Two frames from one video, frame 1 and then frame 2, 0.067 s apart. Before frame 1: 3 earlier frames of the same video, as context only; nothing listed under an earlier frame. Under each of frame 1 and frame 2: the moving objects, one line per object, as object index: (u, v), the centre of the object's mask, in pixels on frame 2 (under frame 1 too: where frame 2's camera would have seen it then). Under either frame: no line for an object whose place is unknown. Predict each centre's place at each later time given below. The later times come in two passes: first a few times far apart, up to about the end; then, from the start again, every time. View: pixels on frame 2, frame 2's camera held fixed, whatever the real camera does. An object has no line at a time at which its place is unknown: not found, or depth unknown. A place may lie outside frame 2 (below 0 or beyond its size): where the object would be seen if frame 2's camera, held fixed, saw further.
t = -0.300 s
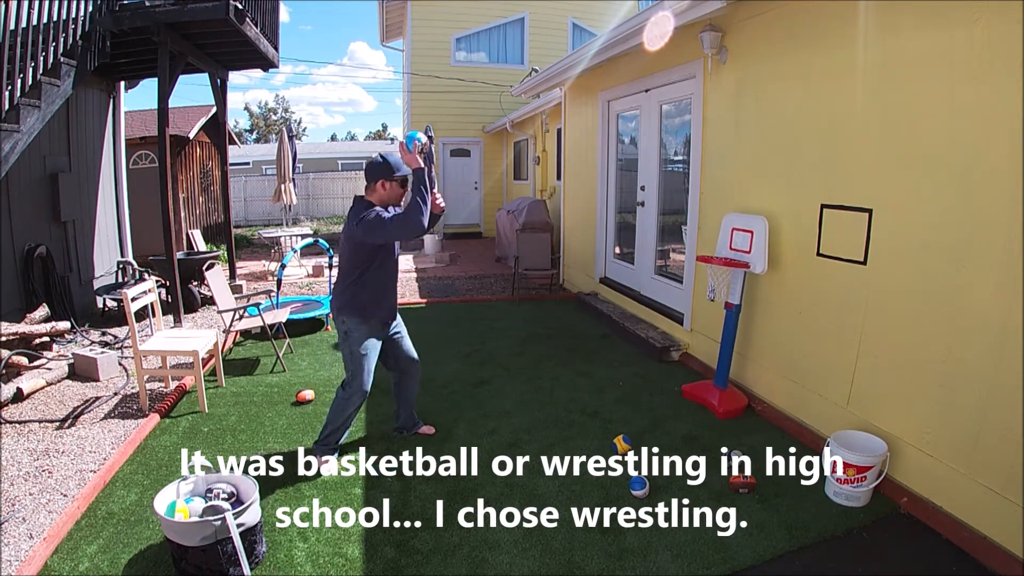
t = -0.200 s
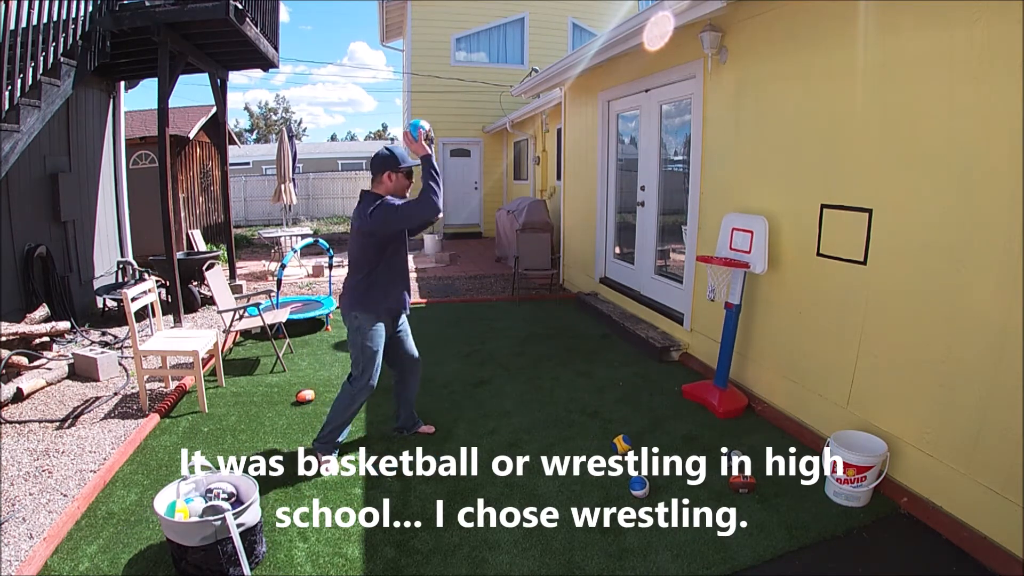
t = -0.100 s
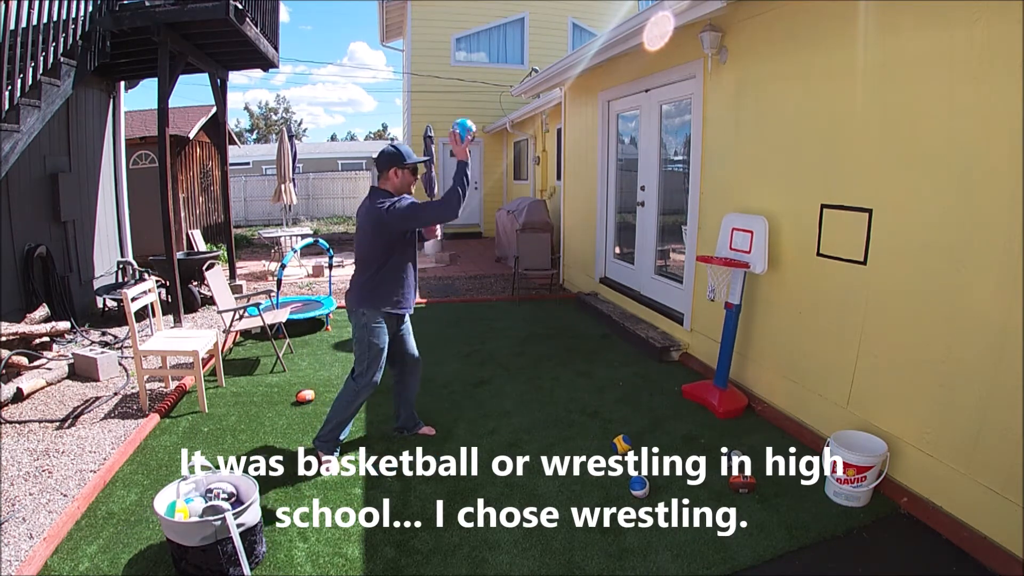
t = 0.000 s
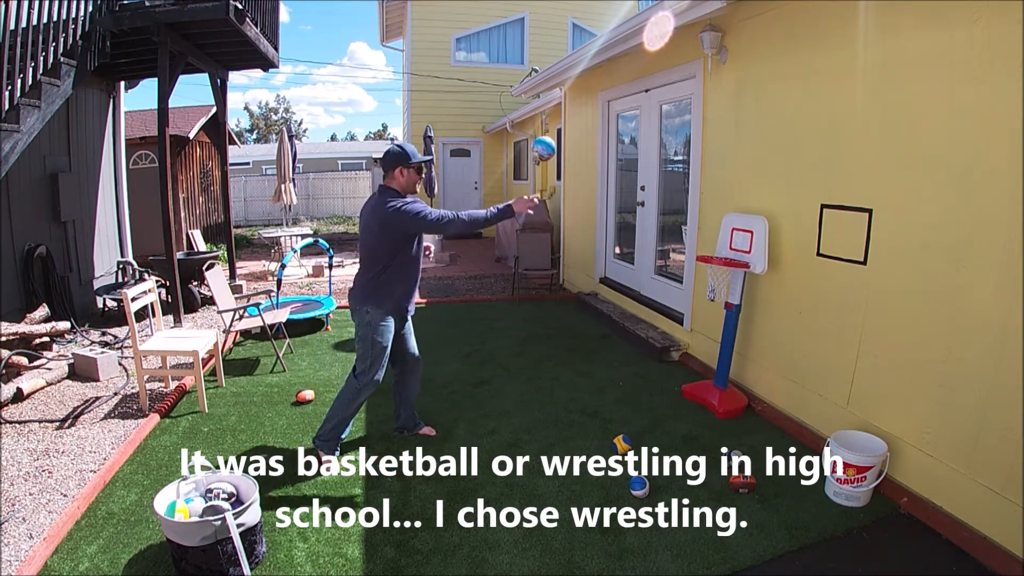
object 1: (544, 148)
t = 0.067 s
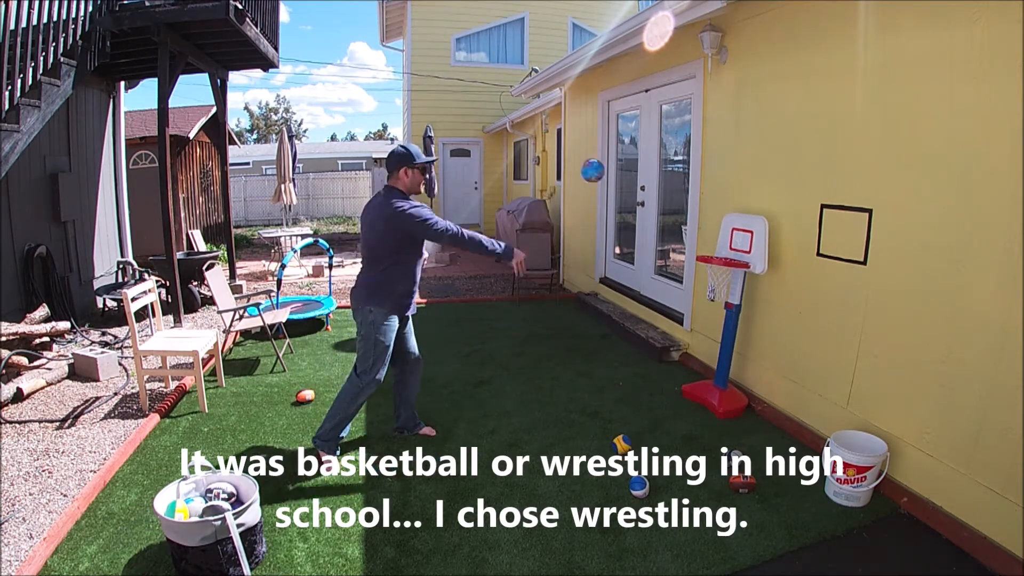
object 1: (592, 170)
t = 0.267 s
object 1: (689, 257)
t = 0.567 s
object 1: (543, 362)
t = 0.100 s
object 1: (614, 184)
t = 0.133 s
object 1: (637, 198)
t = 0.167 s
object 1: (656, 215)
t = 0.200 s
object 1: (675, 231)
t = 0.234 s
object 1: (693, 250)
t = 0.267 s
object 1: (689, 257)
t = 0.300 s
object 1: (675, 261)
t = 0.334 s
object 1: (661, 266)
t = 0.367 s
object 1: (645, 273)
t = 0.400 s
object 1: (630, 282)
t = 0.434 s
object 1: (613, 293)
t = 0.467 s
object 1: (595, 307)
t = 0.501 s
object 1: (579, 323)
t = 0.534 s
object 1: (561, 341)
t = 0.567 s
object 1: (543, 362)
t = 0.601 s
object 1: (525, 383)
